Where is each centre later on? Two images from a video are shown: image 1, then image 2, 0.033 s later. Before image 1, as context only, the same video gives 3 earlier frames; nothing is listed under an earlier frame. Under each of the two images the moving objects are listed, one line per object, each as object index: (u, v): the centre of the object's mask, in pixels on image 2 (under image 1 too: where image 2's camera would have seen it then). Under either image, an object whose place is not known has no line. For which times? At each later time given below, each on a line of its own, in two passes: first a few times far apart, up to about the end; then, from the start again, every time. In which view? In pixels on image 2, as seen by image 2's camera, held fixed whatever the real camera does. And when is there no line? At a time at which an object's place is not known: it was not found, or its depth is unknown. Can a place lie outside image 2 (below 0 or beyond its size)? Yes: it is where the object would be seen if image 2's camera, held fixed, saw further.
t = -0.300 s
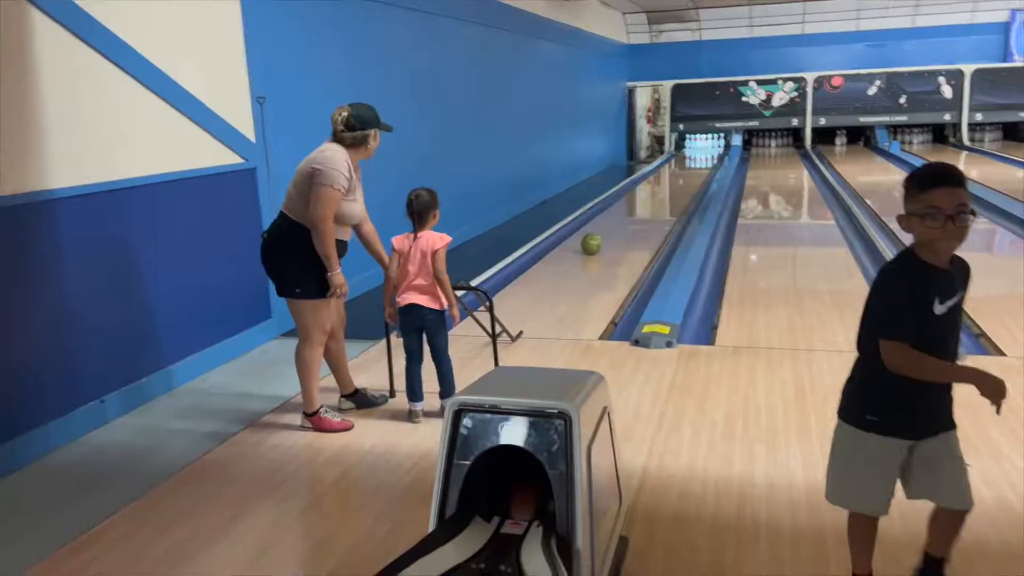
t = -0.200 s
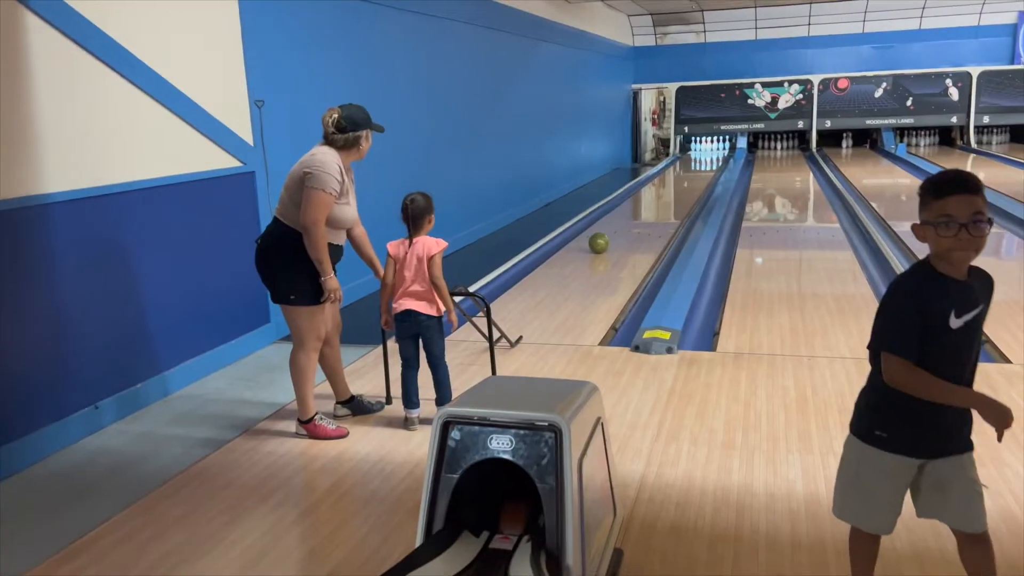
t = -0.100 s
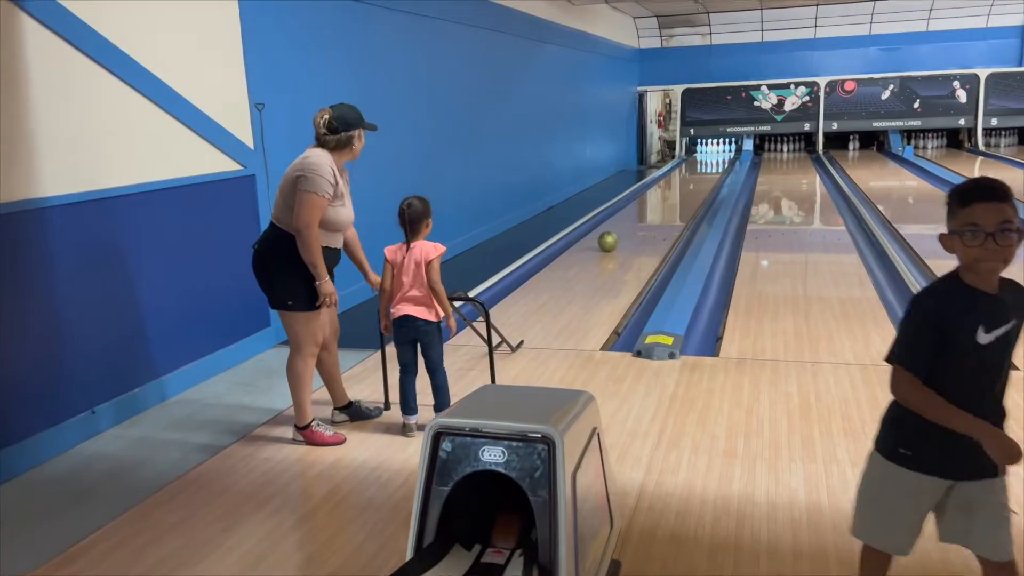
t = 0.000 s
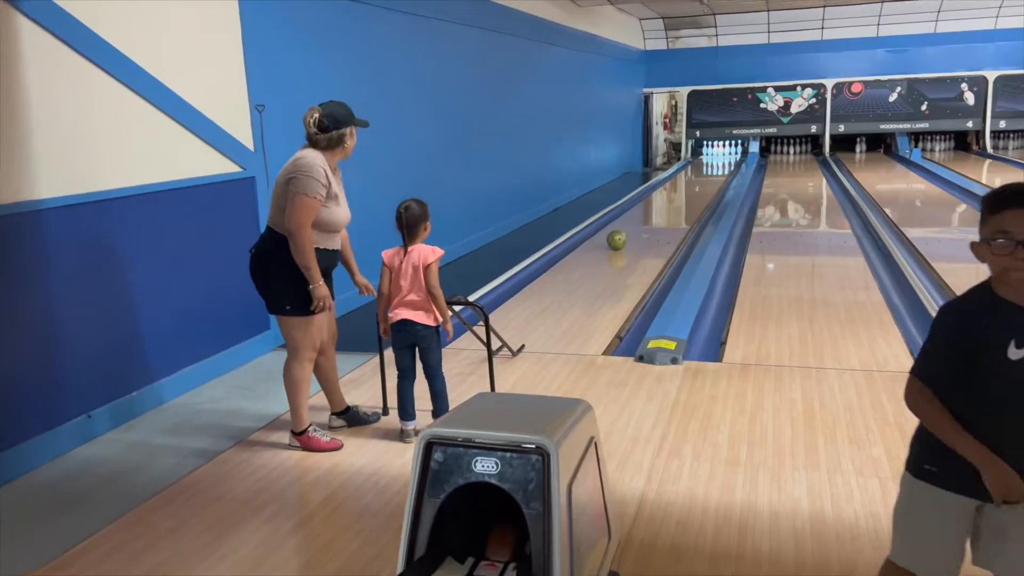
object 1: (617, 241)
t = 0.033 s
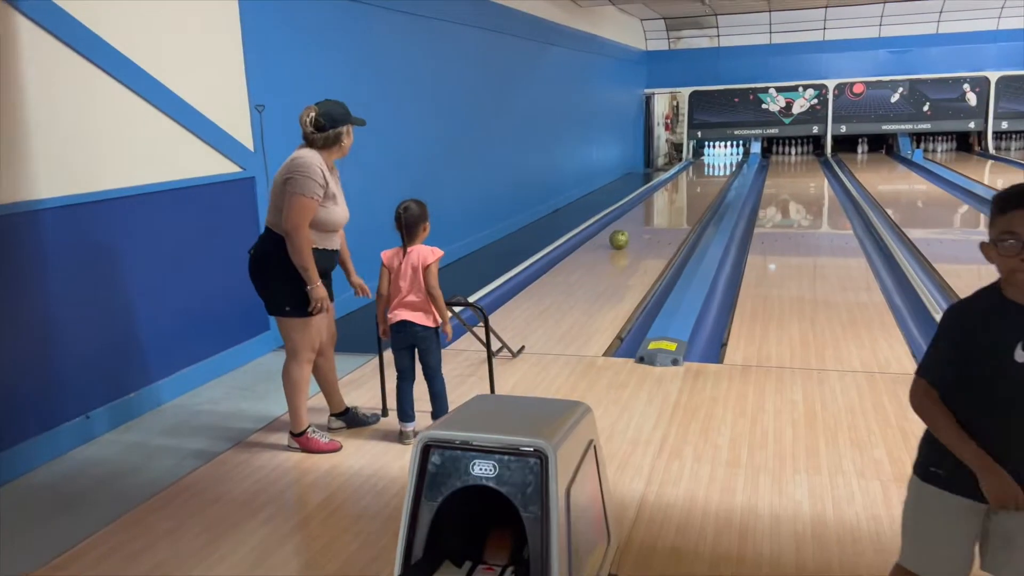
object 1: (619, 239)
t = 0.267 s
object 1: (629, 231)
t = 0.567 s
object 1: (641, 221)
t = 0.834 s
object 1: (651, 214)
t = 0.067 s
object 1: (620, 238)
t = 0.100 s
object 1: (622, 237)
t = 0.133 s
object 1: (623, 236)
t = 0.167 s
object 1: (625, 234)
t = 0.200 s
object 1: (626, 233)
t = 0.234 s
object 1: (628, 232)
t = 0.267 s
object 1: (629, 231)
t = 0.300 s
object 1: (631, 230)
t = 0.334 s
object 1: (632, 229)
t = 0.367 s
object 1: (634, 228)
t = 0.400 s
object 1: (635, 226)
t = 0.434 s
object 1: (636, 225)
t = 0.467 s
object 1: (637, 224)
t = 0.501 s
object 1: (639, 223)
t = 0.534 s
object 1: (640, 222)
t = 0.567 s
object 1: (641, 221)
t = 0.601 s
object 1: (642, 220)
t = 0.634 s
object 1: (644, 219)
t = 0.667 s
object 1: (646, 218)
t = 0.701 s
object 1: (647, 217)
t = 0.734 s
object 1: (648, 216)
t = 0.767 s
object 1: (649, 216)
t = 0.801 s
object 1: (650, 215)
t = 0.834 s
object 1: (651, 214)
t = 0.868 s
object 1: (652, 213)
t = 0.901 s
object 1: (653, 212)
